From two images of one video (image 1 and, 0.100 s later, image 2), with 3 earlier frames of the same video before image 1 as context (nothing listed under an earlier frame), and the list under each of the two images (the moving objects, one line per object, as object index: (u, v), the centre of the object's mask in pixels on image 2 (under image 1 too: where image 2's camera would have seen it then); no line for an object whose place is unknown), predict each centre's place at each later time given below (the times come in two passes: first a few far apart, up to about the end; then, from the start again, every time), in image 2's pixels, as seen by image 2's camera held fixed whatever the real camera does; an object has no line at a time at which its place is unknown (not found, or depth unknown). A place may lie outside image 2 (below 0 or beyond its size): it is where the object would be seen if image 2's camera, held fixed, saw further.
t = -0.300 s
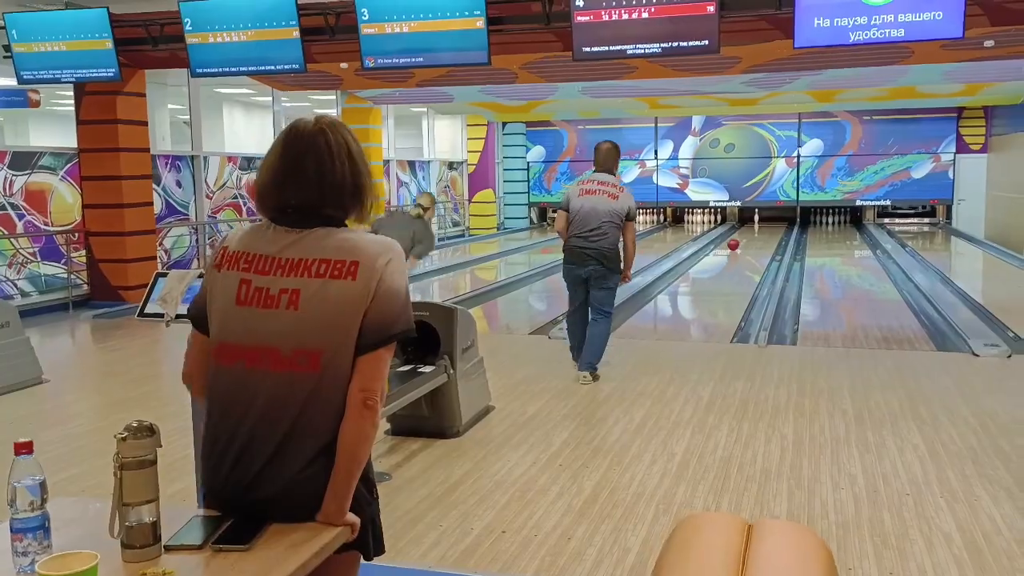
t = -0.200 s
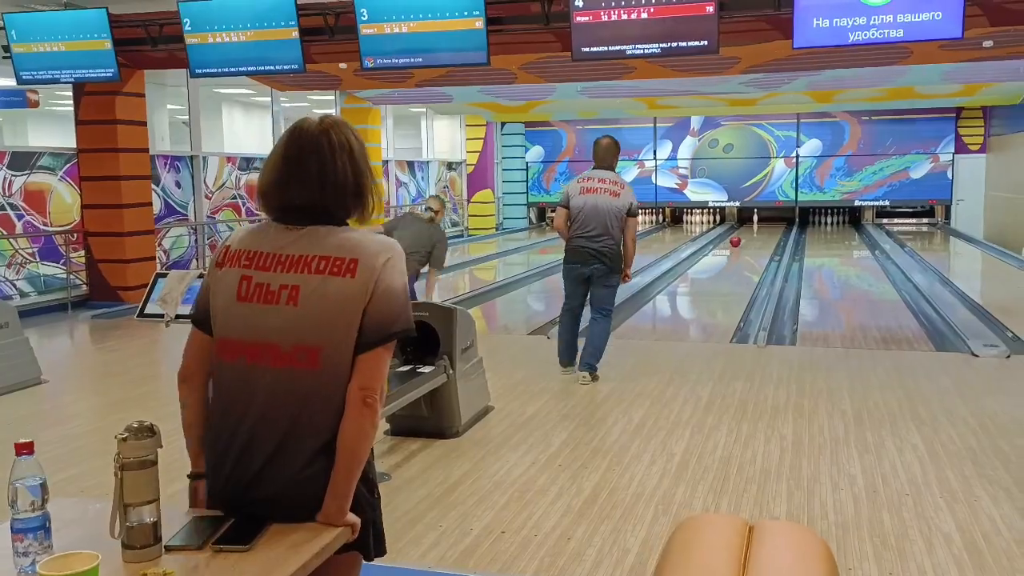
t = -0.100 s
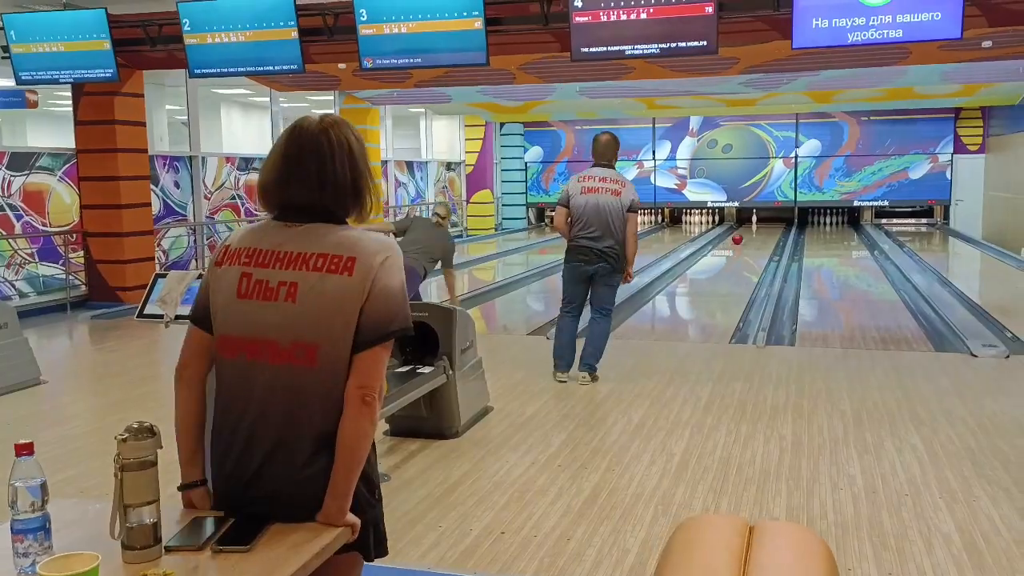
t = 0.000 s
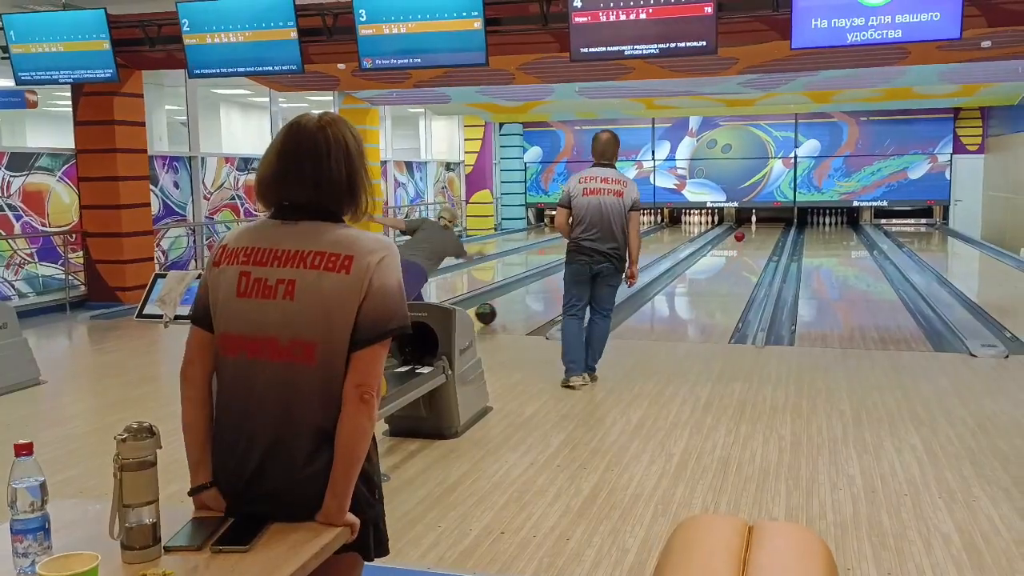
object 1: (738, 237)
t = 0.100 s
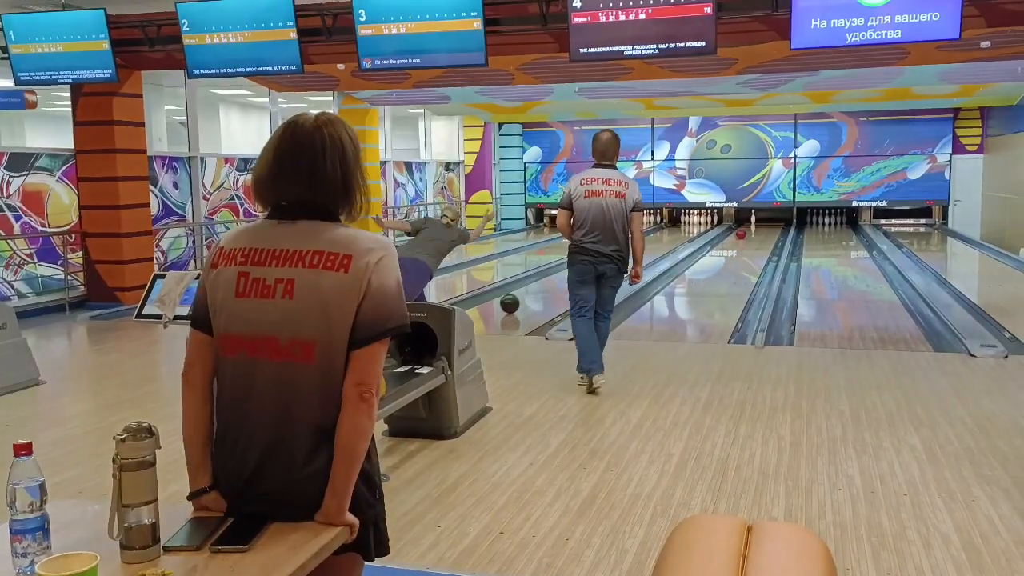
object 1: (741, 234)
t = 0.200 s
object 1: (743, 232)
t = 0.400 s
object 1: (746, 228)
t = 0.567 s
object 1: (750, 226)
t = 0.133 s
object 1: (742, 233)
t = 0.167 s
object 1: (743, 233)
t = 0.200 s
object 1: (743, 232)
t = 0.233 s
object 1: (744, 231)
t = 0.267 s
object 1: (744, 230)
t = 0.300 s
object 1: (745, 230)
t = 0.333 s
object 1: (746, 229)
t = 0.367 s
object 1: (746, 229)
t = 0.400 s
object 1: (746, 228)
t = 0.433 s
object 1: (747, 228)
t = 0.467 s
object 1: (748, 227)
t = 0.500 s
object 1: (749, 227)
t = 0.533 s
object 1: (749, 226)
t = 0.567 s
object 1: (750, 226)
